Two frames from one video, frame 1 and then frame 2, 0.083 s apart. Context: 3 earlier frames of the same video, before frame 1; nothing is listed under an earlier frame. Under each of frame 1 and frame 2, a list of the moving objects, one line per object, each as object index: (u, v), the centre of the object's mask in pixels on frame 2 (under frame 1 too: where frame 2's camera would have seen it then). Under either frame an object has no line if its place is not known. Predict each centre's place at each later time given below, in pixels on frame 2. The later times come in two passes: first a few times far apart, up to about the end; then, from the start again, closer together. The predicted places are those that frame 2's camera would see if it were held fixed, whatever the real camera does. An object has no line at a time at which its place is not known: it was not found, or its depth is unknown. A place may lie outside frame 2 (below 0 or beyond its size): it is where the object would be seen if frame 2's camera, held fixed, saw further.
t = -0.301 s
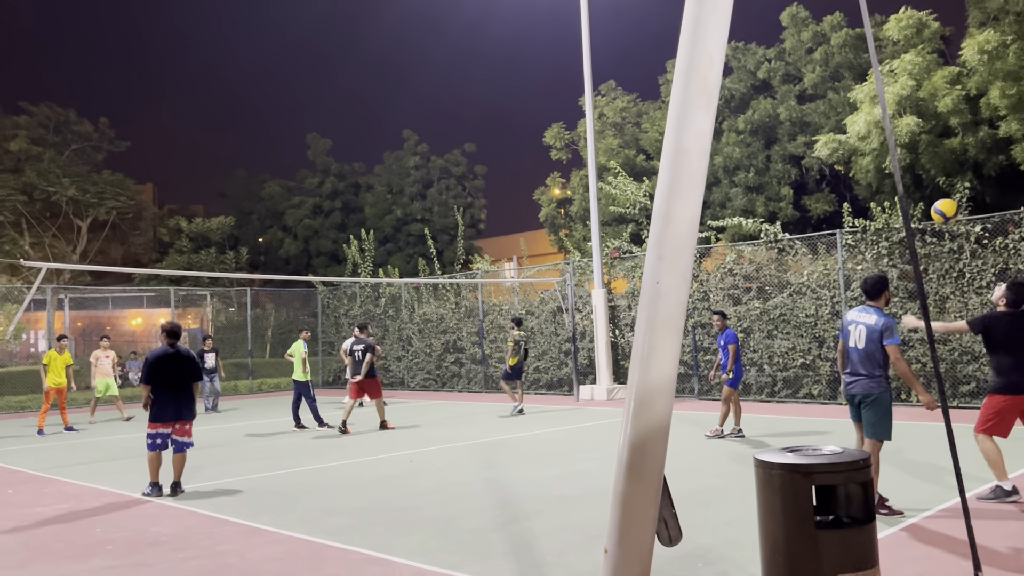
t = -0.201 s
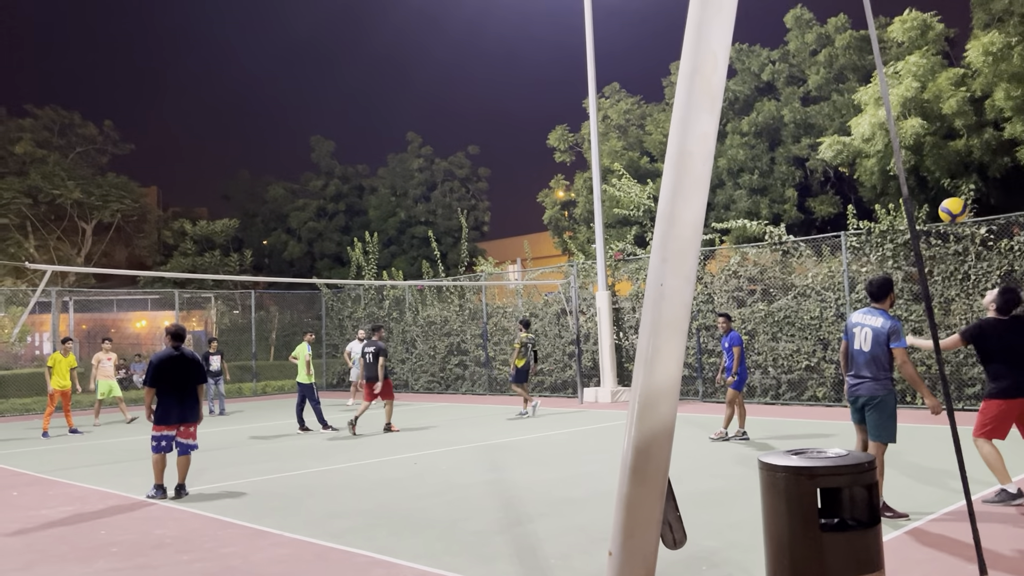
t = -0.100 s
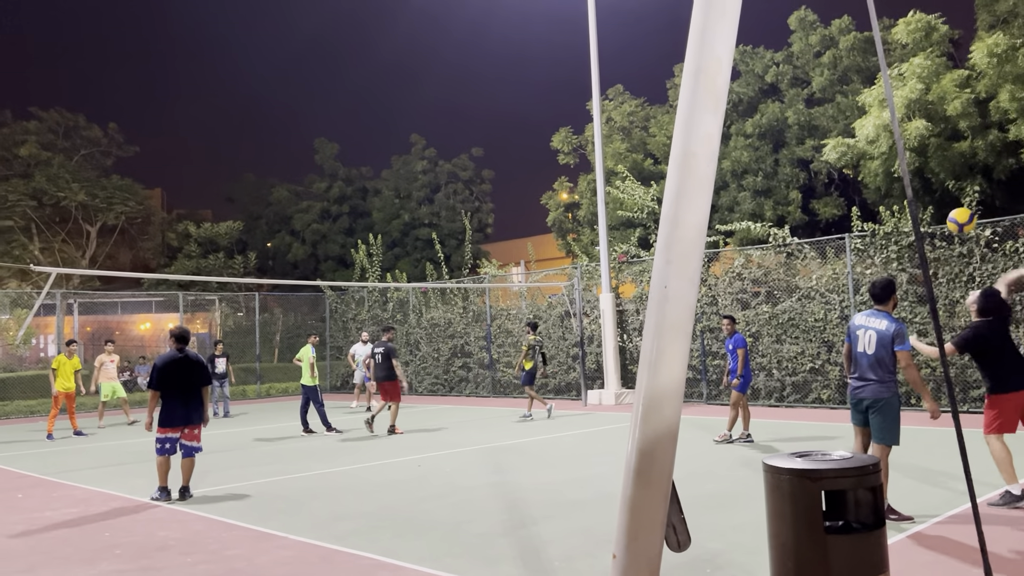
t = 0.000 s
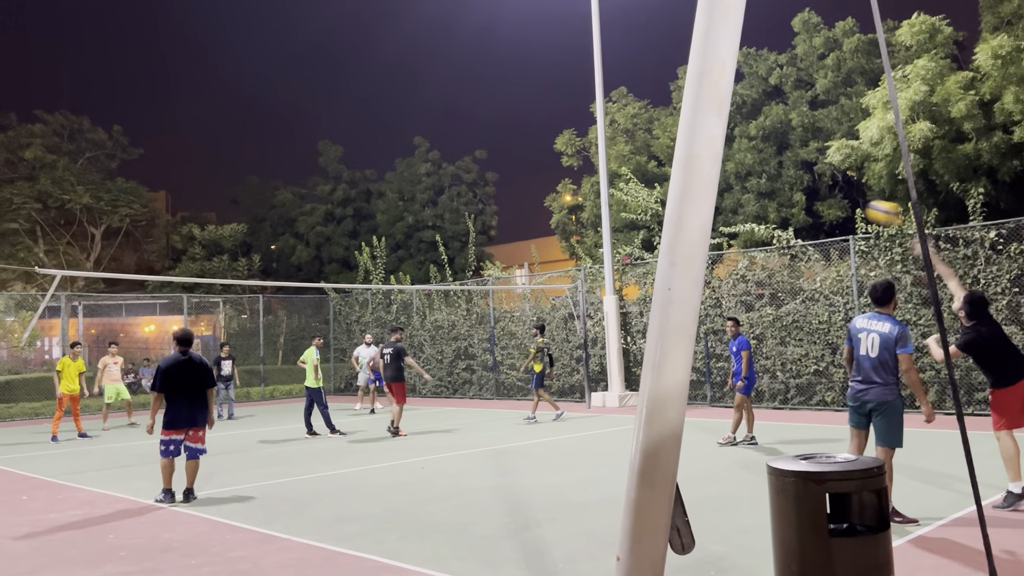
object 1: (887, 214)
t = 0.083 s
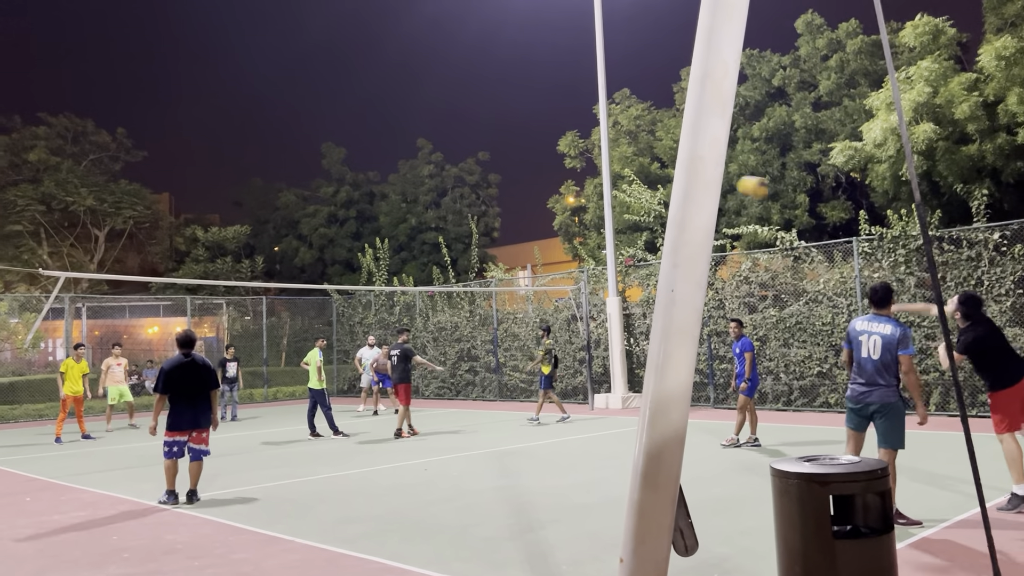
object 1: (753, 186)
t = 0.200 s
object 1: (607, 166)
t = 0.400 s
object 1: (426, 164)
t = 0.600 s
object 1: (296, 184)
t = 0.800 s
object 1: (199, 224)
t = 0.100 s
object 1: (732, 183)
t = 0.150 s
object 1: (662, 172)
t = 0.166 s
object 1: (645, 170)
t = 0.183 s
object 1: (624, 167)
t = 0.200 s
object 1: (607, 166)
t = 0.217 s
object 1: (589, 165)
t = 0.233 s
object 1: (571, 163)
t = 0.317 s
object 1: (493, 161)
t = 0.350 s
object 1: (466, 161)
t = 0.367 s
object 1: (452, 162)
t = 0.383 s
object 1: (439, 162)
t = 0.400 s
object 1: (426, 164)
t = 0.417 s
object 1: (413, 165)
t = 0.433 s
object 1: (401, 165)
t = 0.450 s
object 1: (390, 167)
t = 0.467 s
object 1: (378, 168)
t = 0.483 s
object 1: (367, 170)
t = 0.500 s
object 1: (356, 171)
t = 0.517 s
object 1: (346, 173)
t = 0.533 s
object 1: (335, 175)
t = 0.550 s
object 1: (325, 177)
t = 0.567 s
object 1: (315, 180)
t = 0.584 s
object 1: (305, 182)
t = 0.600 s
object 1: (296, 184)
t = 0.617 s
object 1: (286, 188)
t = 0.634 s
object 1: (277, 190)
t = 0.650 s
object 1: (269, 193)
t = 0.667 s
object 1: (260, 196)
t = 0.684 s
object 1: (251, 199)
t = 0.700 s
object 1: (243, 203)
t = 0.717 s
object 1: (236, 206)
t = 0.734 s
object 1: (227, 209)
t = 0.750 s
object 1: (220, 213)
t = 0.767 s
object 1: (213, 217)
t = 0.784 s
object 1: (206, 220)
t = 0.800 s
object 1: (199, 224)
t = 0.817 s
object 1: (192, 228)
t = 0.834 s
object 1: (185, 232)
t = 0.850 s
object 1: (179, 236)
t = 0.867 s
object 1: (173, 239)
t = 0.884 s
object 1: (166, 244)
